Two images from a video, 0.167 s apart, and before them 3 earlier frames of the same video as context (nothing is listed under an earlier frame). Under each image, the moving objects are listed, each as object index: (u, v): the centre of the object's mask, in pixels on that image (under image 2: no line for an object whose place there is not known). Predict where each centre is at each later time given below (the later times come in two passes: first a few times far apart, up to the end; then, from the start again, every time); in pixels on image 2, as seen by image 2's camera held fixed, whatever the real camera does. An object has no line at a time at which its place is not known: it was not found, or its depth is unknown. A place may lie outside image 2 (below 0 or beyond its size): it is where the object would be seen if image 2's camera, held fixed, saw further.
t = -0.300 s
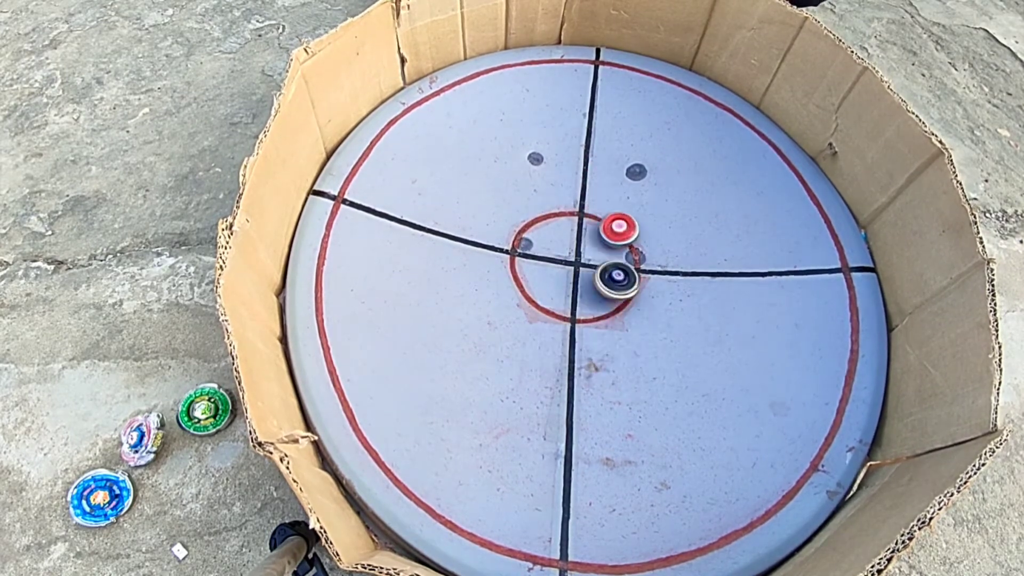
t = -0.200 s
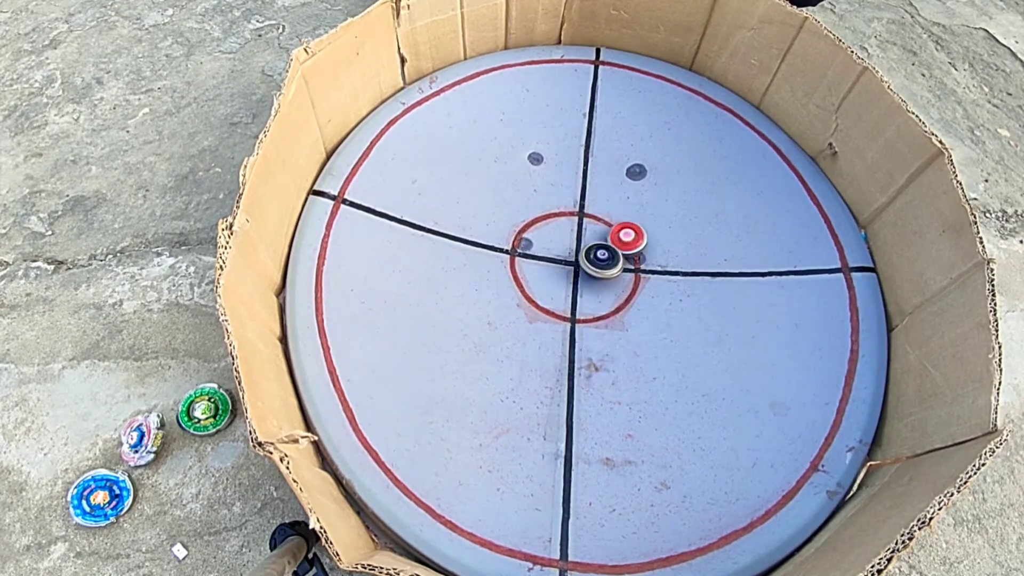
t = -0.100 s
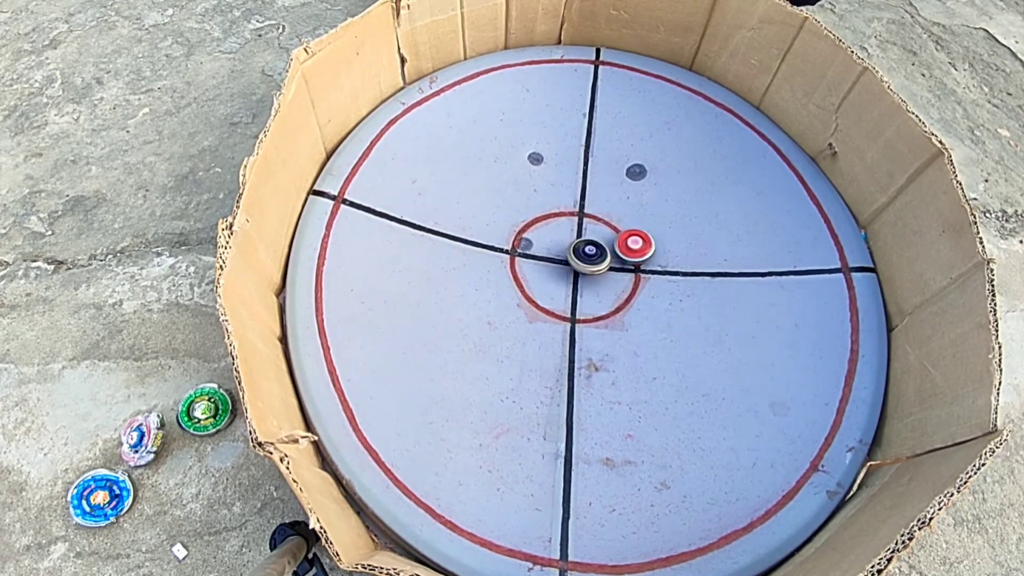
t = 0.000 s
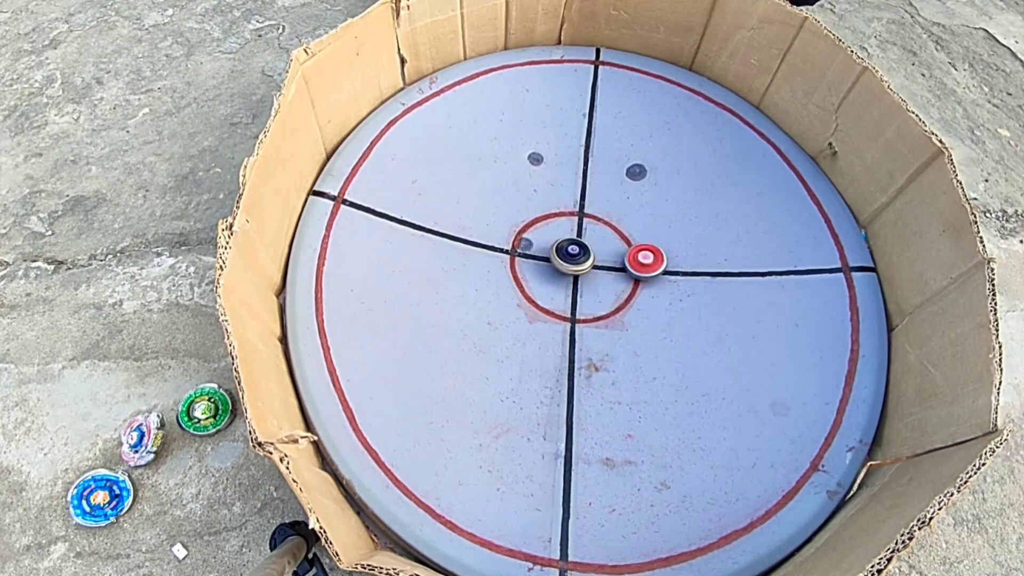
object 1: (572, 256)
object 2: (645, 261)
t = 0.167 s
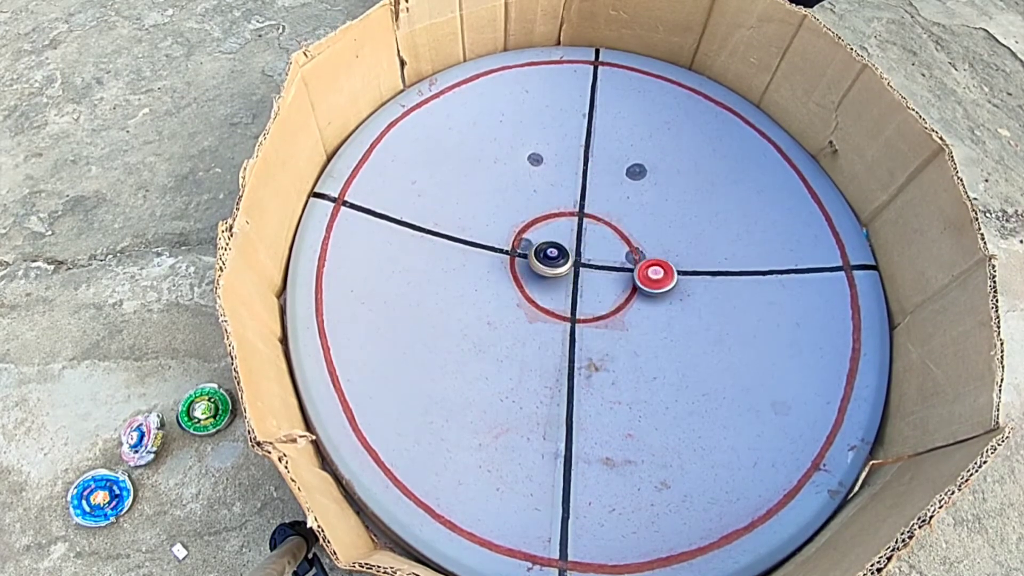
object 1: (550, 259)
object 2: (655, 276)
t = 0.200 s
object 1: (546, 261)
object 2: (656, 279)
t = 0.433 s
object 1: (533, 267)
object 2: (659, 305)
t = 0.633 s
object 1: (532, 275)
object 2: (654, 326)
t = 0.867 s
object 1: (548, 288)
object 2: (642, 348)
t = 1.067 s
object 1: (560, 294)
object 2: (627, 366)
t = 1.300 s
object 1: (601, 289)
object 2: (606, 385)
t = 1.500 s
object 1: (624, 262)
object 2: (585, 395)
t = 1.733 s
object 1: (603, 235)
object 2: (561, 401)
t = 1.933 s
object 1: (575, 238)
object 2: (544, 398)
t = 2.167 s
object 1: (582, 255)
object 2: (533, 381)
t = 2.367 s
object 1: (602, 265)
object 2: (529, 359)
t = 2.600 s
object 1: (612, 272)
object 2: (532, 334)
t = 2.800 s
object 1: (628, 288)
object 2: (539, 313)
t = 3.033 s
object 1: (616, 274)
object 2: (550, 287)
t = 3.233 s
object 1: (607, 273)
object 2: (558, 264)
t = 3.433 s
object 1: (642, 290)
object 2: (461, 213)
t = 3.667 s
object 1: (649, 278)
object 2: (453, 219)
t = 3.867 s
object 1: (642, 274)
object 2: (469, 231)
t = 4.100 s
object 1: (605, 294)
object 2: (502, 242)
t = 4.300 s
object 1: (573, 314)
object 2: (536, 248)
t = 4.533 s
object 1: (545, 342)
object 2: (574, 255)
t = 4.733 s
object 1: (539, 381)
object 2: (605, 262)
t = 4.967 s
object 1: (549, 368)
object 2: (638, 271)
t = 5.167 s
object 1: (556, 348)
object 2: (662, 283)
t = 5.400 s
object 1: (594, 333)
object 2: (682, 301)
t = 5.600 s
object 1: (604, 299)
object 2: (689, 317)
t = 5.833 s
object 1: (607, 267)
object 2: (681, 336)
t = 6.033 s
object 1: (607, 236)
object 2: (664, 348)
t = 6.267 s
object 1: (581, 206)
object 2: (638, 357)
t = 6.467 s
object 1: (556, 218)
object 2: (610, 360)
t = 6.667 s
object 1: (559, 230)
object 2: (582, 356)
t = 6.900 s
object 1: (565, 267)
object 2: (553, 345)
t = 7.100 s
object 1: (585, 302)
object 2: (535, 329)
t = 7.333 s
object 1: (628, 324)
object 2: (522, 307)
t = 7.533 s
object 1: (658, 333)
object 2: (520, 288)
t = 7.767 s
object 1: (679, 318)
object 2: (530, 271)
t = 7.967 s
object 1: (655, 292)
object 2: (548, 261)
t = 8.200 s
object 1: (600, 283)
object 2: (570, 250)
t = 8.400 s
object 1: (587, 280)
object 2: (591, 244)
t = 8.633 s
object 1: (534, 288)
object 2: (616, 244)
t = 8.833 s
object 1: (540, 306)
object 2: (634, 247)
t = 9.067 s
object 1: (531, 309)
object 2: (648, 259)
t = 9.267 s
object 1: (557, 299)
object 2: (654, 270)
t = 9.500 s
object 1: (560, 280)
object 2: (652, 286)
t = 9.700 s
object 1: (573, 282)
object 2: (640, 300)
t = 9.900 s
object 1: (585, 289)
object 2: (623, 312)
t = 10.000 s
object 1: (582, 277)
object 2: (614, 318)
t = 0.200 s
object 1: (546, 261)
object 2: (656, 279)
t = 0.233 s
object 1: (545, 263)
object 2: (657, 282)
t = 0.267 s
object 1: (544, 263)
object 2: (658, 286)
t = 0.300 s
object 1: (544, 264)
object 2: (659, 290)
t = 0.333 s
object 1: (542, 265)
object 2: (659, 294)
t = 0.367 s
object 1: (539, 266)
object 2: (660, 297)
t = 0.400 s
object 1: (536, 267)
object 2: (660, 301)
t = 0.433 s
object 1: (533, 267)
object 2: (659, 305)
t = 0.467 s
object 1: (532, 269)
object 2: (659, 308)
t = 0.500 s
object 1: (530, 269)
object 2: (658, 312)
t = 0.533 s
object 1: (529, 270)
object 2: (657, 316)
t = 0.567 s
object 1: (529, 272)
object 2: (657, 319)
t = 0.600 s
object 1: (530, 273)
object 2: (655, 323)
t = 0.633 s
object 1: (532, 275)
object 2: (654, 326)
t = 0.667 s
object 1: (532, 278)
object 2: (653, 330)
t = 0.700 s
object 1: (532, 285)
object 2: (651, 332)
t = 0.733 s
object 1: (534, 289)
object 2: (649, 336)
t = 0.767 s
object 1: (537, 293)
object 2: (647, 339)
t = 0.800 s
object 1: (541, 293)
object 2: (646, 342)
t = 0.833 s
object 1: (545, 291)
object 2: (644, 345)
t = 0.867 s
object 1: (548, 288)
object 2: (642, 348)
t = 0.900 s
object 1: (549, 286)
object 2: (640, 351)
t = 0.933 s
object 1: (549, 287)
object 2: (638, 354)
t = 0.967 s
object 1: (553, 288)
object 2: (635, 357)
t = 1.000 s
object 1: (557, 291)
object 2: (632, 360)
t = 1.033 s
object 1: (558, 293)
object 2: (629, 363)
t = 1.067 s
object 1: (560, 294)
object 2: (627, 366)
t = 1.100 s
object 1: (566, 294)
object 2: (624, 369)
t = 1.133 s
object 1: (574, 295)
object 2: (621, 372)
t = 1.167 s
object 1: (581, 296)
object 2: (618, 375)
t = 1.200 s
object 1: (587, 294)
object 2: (615, 377)
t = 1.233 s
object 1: (593, 293)
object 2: (612, 380)
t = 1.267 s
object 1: (597, 292)
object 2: (609, 382)
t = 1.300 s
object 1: (601, 289)
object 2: (606, 385)
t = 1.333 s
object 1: (606, 284)
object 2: (603, 386)
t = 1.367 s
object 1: (611, 279)
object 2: (599, 388)
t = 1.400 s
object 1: (615, 275)
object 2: (595, 389)
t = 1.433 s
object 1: (617, 269)
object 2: (592, 391)
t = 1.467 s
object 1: (621, 264)
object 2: (589, 393)
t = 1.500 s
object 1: (624, 262)
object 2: (585, 395)
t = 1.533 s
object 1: (623, 259)
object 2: (582, 396)
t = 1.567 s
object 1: (623, 255)
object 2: (579, 397)
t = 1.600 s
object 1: (623, 251)
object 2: (575, 398)
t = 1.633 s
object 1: (621, 245)
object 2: (571, 400)
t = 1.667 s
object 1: (617, 241)
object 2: (568, 401)
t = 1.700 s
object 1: (611, 238)
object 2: (565, 401)
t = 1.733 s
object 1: (603, 235)
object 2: (561, 401)
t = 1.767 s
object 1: (597, 233)
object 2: (558, 401)
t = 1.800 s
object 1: (591, 232)
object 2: (555, 401)
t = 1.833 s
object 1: (587, 231)
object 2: (552, 401)
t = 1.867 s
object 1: (584, 232)
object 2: (548, 400)
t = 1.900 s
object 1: (580, 235)
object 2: (546, 399)
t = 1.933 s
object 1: (575, 238)
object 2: (544, 398)
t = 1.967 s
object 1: (571, 241)
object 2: (542, 396)
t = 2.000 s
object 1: (569, 244)
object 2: (540, 395)
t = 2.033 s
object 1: (570, 248)
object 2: (539, 393)
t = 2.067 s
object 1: (572, 251)
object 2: (537, 390)
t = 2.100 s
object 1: (573, 253)
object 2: (536, 387)
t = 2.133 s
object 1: (576, 254)
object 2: (534, 384)
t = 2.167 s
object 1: (582, 255)
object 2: (533, 381)
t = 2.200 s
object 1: (588, 257)
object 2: (532, 378)
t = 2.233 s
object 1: (591, 258)
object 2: (531, 374)
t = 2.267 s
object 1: (594, 258)
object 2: (530, 370)
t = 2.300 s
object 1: (597, 260)
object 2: (529, 367)
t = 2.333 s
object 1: (600, 263)
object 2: (529, 363)
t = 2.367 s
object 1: (602, 265)
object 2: (529, 359)
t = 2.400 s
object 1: (604, 266)
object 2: (529, 355)
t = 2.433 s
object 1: (606, 265)
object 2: (529, 352)
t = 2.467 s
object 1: (610, 265)
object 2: (528, 348)
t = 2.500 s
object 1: (613, 266)
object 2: (528, 345)
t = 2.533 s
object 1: (613, 266)
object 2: (529, 342)
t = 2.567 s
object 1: (612, 269)
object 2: (530, 338)
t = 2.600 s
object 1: (612, 272)
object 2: (532, 334)
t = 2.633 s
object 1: (614, 274)
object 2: (533, 331)
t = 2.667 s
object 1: (619, 279)
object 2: (535, 328)
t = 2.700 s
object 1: (625, 283)
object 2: (536, 324)
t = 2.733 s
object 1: (627, 286)
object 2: (537, 321)
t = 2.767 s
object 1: (627, 288)
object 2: (538, 317)
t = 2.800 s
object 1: (628, 288)
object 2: (539, 313)
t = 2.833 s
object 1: (629, 288)
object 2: (541, 309)
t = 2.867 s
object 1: (632, 289)
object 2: (542, 305)
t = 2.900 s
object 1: (632, 288)
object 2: (543, 301)
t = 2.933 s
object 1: (628, 287)
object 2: (545, 298)
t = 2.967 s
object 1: (622, 283)
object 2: (546, 294)
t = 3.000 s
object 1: (618, 279)
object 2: (548, 291)
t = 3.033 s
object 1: (616, 274)
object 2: (550, 287)
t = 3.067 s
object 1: (615, 273)
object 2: (552, 283)
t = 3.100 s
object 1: (615, 273)
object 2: (554, 280)
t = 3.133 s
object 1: (612, 272)
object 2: (557, 276)
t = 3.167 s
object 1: (612, 273)
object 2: (559, 273)
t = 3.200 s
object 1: (609, 273)
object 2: (561, 270)
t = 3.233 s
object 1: (607, 273)
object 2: (558, 264)
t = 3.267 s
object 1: (618, 276)
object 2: (530, 249)
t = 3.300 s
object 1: (625, 280)
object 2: (508, 238)
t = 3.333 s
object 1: (629, 284)
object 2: (490, 227)
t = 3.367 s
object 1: (632, 284)
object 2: (478, 218)
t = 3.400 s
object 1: (636, 287)
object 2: (468, 214)
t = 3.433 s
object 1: (642, 290)
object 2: (461, 213)
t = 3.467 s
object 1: (648, 290)
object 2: (457, 214)
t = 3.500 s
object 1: (651, 287)
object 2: (454, 215)
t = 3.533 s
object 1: (652, 283)
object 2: (453, 215)
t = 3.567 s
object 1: (654, 279)
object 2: (452, 216)
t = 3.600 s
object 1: (653, 276)
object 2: (452, 217)
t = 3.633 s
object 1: (650, 277)
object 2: (453, 218)
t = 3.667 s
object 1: (649, 278)
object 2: (453, 219)
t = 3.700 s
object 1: (649, 277)
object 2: (454, 221)
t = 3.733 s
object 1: (650, 275)
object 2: (456, 224)
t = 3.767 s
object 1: (650, 275)
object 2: (458, 226)
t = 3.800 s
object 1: (649, 275)
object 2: (462, 228)
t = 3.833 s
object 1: (645, 274)
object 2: (466, 230)
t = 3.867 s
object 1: (642, 274)
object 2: (469, 231)
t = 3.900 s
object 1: (641, 277)
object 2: (473, 233)
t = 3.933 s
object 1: (637, 280)
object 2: (478, 234)
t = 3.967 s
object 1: (630, 284)
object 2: (482, 236)
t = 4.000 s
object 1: (623, 287)
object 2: (487, 238)
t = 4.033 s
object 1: (614, 288)
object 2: (492, 239)
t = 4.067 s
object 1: (610, 291)
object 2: (497, 241)
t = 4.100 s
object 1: (605, 294)
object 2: (502, 242)
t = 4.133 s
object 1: (600, 299)
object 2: (507, 243)
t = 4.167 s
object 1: (591, 303)
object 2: (513, 243)
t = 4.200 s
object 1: (586, 304)
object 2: (518, 244)
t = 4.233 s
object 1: (581, 306)
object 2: (524, 246)
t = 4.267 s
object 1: (577, 309)
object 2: (530, 247)
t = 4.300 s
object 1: (573, 314)
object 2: (536, 248)
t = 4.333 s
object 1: (566, 318)
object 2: (541, 250)
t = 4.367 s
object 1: (563, 321)
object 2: (548, 250)
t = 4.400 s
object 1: (559, 324)
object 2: (553, 252)
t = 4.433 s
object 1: (555, 327)
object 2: (558, 253)
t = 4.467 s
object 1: (552, 331)
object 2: (564, 254)
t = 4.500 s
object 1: (550, 335)
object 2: (569, 254)
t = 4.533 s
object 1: (545, 342)
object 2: (574, 255)
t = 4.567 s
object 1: (542, 348)
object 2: (580, 256)
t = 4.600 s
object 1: (541, 355)
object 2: (585, 257)
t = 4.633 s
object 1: (538, 361)
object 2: (591, 258)
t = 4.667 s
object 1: (538, 368)
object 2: (596, 260)
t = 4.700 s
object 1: (539, 374)
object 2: (601, 261)
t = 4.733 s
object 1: (539, 381)
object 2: (605, 262)
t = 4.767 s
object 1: (536, 381)
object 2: (610, 263)
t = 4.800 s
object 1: (535, 379)
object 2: (615, 265)
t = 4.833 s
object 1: (538, 377)
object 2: (620, 266)
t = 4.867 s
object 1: (539, 376)
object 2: (625, 267)
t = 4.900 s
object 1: (541, 375)
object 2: (629, 268)
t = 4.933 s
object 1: (544, 372)
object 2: (634, 270)
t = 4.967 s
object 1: (549, 368)
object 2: (638, 271)
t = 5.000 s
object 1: (557, 364)
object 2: (642, 273)
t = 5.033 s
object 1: (562, 360)
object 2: (646, 275)
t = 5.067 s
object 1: (563, 356)
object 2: (650, 277)
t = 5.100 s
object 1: (561, 351)
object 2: (654, 279)
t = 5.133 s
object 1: (557, 348)
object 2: (658, 281)
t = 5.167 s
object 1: (556, 348)
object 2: (662, 283)
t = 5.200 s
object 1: (558, 347)
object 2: (665, 285)
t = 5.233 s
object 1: (565, 345)
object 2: (668, 288)
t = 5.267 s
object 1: (572, 342)
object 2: (671, 290)
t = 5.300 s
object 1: (580, 340)
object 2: (674, 293)
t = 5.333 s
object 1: (587, 337)
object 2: (677, 296)
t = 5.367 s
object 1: (591, 335)
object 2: (680, 298)
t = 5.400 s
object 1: (594, 333)
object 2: (682, 301)
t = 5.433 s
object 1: (594, 329)
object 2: (684, 304)
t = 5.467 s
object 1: (596, 324)
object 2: (686, 307)
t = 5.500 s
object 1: (600, 315)
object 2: (687, 310)
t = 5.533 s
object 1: (602, 309)
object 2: (688, 312)
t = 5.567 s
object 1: (604, 303)
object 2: (689, 315)
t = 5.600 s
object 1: (604, 299)
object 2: (689, 317)
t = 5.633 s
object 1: (604, 297)
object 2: (689, 320)
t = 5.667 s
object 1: (603, 293)
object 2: (690, 323)
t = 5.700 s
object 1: (603, 287)
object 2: (688, 326)
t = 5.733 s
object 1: (605, 281)
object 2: (687, 329)
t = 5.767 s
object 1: (607, 277)
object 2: (686, 331)
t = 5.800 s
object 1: (608, 272)
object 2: (683, 333)
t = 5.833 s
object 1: (607, 267)
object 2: (681, 336)
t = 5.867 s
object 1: (609, 261)
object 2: (679, 338)
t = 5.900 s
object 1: (610, 256)
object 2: (676, 340)
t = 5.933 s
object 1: (611, 251)
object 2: (674, 343)
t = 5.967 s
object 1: (610, 246)
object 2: (671, 344)
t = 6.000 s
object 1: (607, 241)
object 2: (667, 347)
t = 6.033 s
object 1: (607, 236)
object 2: (664, 348)
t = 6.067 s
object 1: (606, 232)
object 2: (661, 351)
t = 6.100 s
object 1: (604, 226)
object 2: (658, 352)
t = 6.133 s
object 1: (601, 222)
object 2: (654, 354)
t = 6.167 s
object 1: (597, 216)
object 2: (650, 355)
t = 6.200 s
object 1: (593, 212)
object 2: (646, 356)
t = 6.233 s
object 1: (588, 209)
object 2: (642, 357)
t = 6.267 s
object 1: (581, 206)
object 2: (638, 357)
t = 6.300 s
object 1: (575, 204)
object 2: (633, 358)
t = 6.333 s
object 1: (567, 204)
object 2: (629, 358)
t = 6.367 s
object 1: (563, 205)
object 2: (624, 359)
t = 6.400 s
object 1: (560, 208)
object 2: (619, 359)
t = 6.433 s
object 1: (559, 213)
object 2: (615, 359)
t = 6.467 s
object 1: (556, 218)
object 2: (610, 360)
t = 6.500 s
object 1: (554, 221)
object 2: (606, 359)
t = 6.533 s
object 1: (553, 223)
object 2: (601, 359)
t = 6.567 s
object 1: (555, 222)
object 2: (596, 359)
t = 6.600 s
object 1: (557, 224)
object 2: (591, 358)
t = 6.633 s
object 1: (559, 226)
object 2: (587, 357)
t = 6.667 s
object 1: (559, 230)
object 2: (582, 356)
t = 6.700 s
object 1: (557, 235)
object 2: (577, 355)
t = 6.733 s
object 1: (554, 242)
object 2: (573, 354)
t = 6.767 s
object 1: (552, 247)
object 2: (569, 353)
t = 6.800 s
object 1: (553, 252)
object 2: (564, 351)
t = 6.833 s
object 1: (556, 256)
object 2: (560, 349)
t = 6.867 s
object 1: (561, 261)
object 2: (556, 347)
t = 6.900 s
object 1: (565, 267)
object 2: (553, 345)
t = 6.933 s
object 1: (566, 274)
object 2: (549, 342)
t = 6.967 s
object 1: (567, 279)
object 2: (545, 340)
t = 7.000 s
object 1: (571, 284)
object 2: (543, 337)
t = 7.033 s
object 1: (575, 288)
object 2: (540, 334)
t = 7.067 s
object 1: (581, 295)
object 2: (537, 332)
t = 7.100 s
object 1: (585, 302)
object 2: (535, 329)
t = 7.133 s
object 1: (592, 307)
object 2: (532, 326)
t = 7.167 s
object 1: (598, 313)
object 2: (530, 323)
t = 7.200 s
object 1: (604, 316)
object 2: (528, 320)
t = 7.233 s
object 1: (609, 319)
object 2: (526, 317)
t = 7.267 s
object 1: (614, 320)
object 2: (524, 314)
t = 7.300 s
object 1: (622, 321)
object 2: (523, 310)
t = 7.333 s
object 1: (628, 324)
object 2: (522, 307)
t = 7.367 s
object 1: (636, 329)
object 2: (521, 304)
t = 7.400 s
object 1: (640, 334)
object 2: (521, 301)
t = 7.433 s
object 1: (644, 335)
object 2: (520, 297)
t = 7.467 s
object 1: (647, 333)
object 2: (519, 294)
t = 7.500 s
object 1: (652, 331)
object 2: (519, 291)
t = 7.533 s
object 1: (658, 333)
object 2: (520, 288)
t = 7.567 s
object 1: (663, 335)
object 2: (521, 286)
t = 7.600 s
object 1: (668, 337)
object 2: (522, 284)
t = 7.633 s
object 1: (670, 335)
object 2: (523, 281)
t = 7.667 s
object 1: (673, 329)
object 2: (524, 279)
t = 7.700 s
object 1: (676, 324)
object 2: (526, 276)
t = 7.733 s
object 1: (679, 319)
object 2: (528, 274)
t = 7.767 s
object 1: (679, 318)
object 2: (530, 271)
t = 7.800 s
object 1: (677, 316)
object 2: (532, 270)
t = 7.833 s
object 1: (673, 314)
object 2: (535, 267)
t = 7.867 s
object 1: (666, 308)
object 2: (539, 266)
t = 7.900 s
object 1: (663, 301)
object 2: (542, 264)
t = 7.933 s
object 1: (659, 296)
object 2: (545, 262)
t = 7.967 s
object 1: (655, 292)
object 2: (548, 261)
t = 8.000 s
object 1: (651, 292)
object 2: (550, 259)
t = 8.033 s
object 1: (643, 290)
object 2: (553, 258)
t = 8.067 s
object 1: (635, 288)
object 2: (557, 256)
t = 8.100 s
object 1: (623, 285)
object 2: (561, 254)
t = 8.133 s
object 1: (613, 283)
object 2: (564, 253)
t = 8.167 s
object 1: (606, 284)
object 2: (567, 252)
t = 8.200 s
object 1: (600, 283)
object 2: (570, 250)
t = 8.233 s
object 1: (597, 283)
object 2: (573, 249)
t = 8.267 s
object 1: (596, 282)
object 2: (577, 247)
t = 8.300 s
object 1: (598, 280)
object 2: (580, 246)
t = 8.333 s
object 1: (597, 281)
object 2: (584, 245)
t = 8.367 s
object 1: (593, 281)
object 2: (588, 245)
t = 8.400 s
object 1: (587, 280)
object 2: (591, 244)
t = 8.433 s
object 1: (576, 278)
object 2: (594, 244)
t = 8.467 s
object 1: (567, 277)
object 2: (598, 244)
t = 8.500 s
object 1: (561, 277)
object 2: (602, 244)
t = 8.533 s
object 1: (555, 279)
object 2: (605, 244)
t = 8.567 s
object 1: (549, 282)
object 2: (609, 244)
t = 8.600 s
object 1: (541, 285)
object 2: (612, 244)
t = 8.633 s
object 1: (534, 288)
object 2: (616, 244)
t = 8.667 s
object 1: (531, 291)
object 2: (619, 245)
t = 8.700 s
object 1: (530, 293)
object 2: (623, 245)
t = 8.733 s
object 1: (532, 295)
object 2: (626, 246)
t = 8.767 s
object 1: (537, 299)
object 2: (629, 247)
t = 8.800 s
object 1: (538, 303)
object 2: (631, 247)
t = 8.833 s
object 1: (540, 306)
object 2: (634, 247)
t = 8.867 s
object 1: (539, 309)
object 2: (637, 248)
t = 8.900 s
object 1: (539, 312)
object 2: (639, 251)
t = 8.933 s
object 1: (541, 314)
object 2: (641, 253)
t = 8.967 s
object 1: (541, 313)
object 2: (642, 254)
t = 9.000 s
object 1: (538, 311)
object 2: (644, 254)
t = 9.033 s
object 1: (534, 310)
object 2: (646, 256)
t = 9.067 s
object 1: (531, 309)
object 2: (648, 259)
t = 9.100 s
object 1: (531, 308)
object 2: (649, 260)
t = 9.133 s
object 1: (534, 307)
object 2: (651, 261)
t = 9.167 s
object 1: (538, 305)
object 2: (653, 264)
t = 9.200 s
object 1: (546, 303)
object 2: (653, 266)
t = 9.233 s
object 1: (553, 301)
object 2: (654, 268)
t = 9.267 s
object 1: (557, 299)
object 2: (654, 270)
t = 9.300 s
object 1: (562, 297)
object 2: (654, 272)
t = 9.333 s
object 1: (567, 296)
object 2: (654, 274)
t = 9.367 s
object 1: (569, 294)
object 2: (654, 276)
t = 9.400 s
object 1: (569, 292)
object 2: (654, 279)
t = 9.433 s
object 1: (567, 290)
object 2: (654, 281)
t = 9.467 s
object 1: (563, 285)
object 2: (653, 283)
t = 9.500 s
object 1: (560, 280)
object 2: (652, 286)
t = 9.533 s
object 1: (558, 277)
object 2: (650, 288)
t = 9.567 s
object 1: (556, 275)
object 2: (648, 291)
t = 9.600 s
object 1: (558, 274)
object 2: (646, 294)
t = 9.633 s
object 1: (563, 277)
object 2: (644, 296)
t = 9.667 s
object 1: (568, 280)
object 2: (642, 298)
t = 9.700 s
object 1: (573, 282)
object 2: (640, 300)
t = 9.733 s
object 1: (578, 284)
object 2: (637, 302)
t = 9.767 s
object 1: (580, 286)
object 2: (634, 304)
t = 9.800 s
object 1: (581, 287)
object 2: (632, 306)
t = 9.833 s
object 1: (582, 289)
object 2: (629, 308)
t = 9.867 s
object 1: (584, 292)
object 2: (626, 310)
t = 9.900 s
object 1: (585, 289)
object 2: (623, 312)
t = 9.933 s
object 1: (585, 285)
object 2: (620, 314)
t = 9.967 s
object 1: (584, 281)
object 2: (617, 316)
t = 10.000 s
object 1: (582, 277)
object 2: (614, 318)
